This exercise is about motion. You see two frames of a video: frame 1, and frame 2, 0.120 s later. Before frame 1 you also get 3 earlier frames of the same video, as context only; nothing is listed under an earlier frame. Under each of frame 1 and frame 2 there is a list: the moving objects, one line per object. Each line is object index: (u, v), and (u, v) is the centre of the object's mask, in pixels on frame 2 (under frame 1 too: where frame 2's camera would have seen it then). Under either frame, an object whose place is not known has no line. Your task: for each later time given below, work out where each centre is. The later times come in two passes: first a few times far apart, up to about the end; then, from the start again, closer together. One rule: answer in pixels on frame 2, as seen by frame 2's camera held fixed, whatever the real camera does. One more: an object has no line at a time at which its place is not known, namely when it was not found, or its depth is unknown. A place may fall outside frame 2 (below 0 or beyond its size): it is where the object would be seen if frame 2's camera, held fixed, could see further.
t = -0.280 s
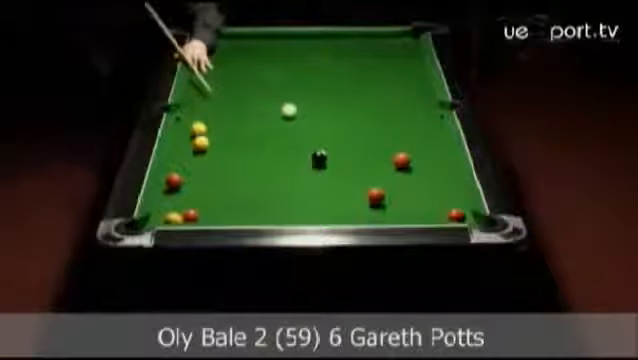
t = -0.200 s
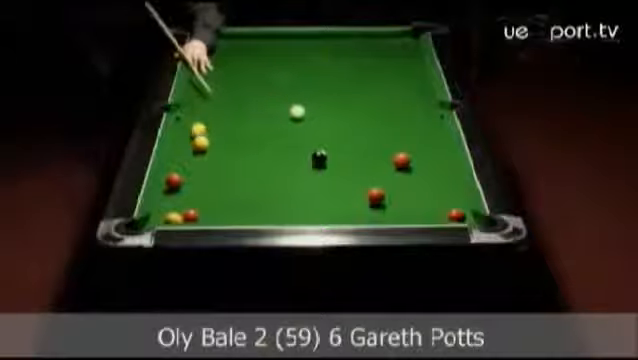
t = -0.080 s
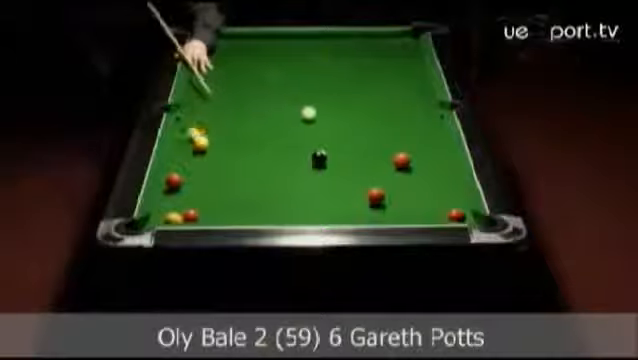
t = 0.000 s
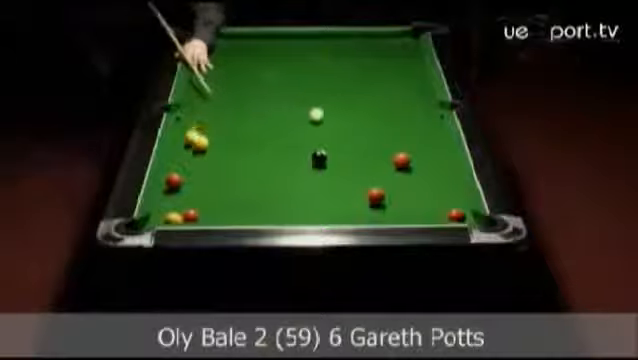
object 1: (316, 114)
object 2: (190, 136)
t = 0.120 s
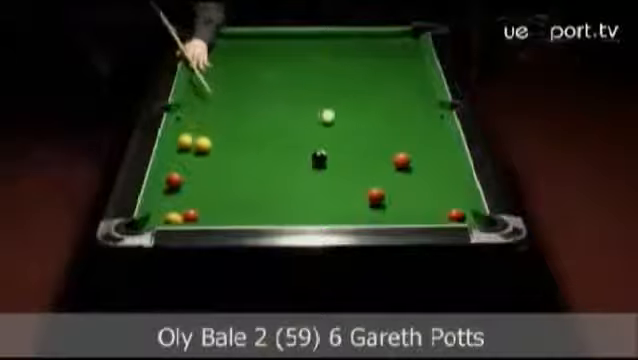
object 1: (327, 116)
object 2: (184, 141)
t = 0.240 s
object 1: (339, 118)
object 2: (180, 143)
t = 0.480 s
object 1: (360, 120)
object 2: (179, 147)
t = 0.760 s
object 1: (384, 123)
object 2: (184, 149)
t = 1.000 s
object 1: (400, 126)
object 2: (185, 151)
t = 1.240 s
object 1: (415, 128)
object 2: (188, 152)
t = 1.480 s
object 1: (427, 131)
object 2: (188, 152)
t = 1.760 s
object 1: (438, 131)
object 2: (188, 152)
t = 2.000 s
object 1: (433, 133)
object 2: (188, 153)
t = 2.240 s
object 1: (430, 133)
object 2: (188, 153)
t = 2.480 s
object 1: (429, 134)
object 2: (188, 152)
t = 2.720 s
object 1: (428, 134)
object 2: (188, 152)
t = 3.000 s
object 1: (428, 134)
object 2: (188, 152)
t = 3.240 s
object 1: (428, 134)
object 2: (188, 153)
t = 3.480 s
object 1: (428, 134)
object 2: (188, 153)
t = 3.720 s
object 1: (429, 134)
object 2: (188, 152)
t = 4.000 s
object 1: (429, 134)
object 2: (188, 152)
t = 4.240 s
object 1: (429, 134)
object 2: (188, 153)
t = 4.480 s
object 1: (429, 134)
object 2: (188, 153)
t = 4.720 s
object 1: (429, 134)
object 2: (188, 153)
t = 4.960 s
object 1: (429, 134)
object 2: (188, 153)
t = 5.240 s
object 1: (429, 134)
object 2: (189, 152)
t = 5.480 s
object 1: (429, 134)
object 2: (188, 152)
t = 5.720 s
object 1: (429, 134)
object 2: (188, 152)
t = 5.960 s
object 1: (429, 134)
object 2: (188, 152)
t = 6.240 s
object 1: (429, 134)
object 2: (188, 153)
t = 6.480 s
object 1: (429, 134)
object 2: (188, 153)
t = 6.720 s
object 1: (428, 134)
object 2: (188, 153)
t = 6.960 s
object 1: (429, 134)
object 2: (188, 153)
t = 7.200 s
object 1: (429, 134)
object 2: (188, 153)
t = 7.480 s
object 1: (429, 134)
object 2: (189, 153)
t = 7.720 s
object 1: (429, 134)
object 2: (189, 153)
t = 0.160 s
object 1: (331, 117)
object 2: (184, 142)
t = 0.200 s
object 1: (336, 117)
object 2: (183, 143)
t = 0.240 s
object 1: (339, 118)
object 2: (180, 143)
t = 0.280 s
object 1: (342, 118)
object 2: (179, 144)
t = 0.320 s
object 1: (346, 119)
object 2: (177, 145)
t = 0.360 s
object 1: (350, 120)
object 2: (178, 145)
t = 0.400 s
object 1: (353, 120)
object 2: (177, 145)
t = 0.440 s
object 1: (357, 120)
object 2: (178, 145)
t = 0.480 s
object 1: (360, 120)
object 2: (179, 147)
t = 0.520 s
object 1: (363, 120)
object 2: (179, 147)
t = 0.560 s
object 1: (366, 120)
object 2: (181, 148)
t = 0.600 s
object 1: (370, 121)
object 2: (181, 148)
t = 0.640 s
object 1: (373, 121)
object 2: (181, 148)
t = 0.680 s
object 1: (377, 122)
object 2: (183, 149)
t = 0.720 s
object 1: (383, 123)
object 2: (183, 149)
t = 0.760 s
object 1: (384, 123)
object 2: (184, 149)
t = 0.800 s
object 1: (386, 124)
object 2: (184, 149)
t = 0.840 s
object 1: (387, 124)
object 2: (184, 150)
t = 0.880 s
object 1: (391, 125)
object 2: (185, 150)
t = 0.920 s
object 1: (395, 125)
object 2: (185, 150)
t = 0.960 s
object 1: (397, 126)
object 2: (185, 150)
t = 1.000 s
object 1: (400, 126)
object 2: (185, 151)
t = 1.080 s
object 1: (405, 127)
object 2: (186, 151)
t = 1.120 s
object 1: (405, 128)
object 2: (186, 151)
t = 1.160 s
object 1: (410, 128)
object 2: (186, 151)
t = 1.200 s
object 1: (411, 128)
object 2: (187, 151)
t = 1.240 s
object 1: (415, 128)
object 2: (188, 152)
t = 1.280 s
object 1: (416, 128)
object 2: (188, 152)
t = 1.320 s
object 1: (418, 129)
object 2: (188, 152)
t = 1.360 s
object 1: (422, 129)
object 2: (188, 152)
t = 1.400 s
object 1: (424, 130)
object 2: (188, 152)
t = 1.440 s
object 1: (427, 130)
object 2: (188, 152)
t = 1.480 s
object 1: (427, 131)
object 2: (188, 152)
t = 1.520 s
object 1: (431, 130)
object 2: (188, 152)
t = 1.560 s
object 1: (434, 131)
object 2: (188, 152)
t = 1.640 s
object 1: (437, 131)
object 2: (188, 152)
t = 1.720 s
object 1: (438, 131)
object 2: (188, 152)
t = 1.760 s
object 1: (438, 131)
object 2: (188, 152)
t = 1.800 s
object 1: (437, 132)
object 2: (188, 152)
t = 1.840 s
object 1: (437, 132)
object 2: (188, 152)
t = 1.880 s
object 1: (436, 132)
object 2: (188, 153)
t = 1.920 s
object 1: (435, 132)
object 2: (188, 153)
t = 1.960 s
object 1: (435, 133)
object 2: (188, 153)
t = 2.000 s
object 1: (433, 133)
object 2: (188, 153)
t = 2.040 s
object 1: (433, 133)
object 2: (188, 153)
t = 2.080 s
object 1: (432, 133)
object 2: (188, 153)
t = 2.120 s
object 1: (431, 133)
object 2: (188, 153)
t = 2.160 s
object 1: (430, 134)
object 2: (188, 153)
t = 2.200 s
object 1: (430, 133)
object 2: (188, 153)
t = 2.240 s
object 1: (430, 133)
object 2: (188, 153)
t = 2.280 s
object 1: (429, 133)
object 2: (188, 152)
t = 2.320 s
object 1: (429, 134)
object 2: (188, 152)
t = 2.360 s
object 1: (429, 134)
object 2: (188, 152)
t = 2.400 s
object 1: (429, 134)
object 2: (188, 152)
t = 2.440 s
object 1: (429, 134)
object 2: (188, 152)
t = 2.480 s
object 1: (429, 134)
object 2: (188, 152)
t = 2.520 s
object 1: (429, 134)
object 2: (188, 152)
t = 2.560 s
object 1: (429, 134)
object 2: (188, 152)
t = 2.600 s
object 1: (428, 134)
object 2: (188, 152)
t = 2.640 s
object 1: (428, 134)
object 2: (188, 152)
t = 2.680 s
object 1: (428, 134)
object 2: (188, 152)
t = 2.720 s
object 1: (428, 134)
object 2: (188, 152)
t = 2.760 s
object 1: (428, 134)
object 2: (188, 152)
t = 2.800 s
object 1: (428, 134)
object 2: (188, 152)
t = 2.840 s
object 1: (428, 134)
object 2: (188, 152)
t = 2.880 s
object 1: (428, 134)
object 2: (188, 152)
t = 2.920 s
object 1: (428, 134)
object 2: (188, 152)
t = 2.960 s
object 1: (428, 134)
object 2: (188, 152)
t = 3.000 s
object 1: (428, 134)
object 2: (188, 152)
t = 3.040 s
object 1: (428, 134)
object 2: (188, 153)
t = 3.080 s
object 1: (428, 134)
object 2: (188, 152)
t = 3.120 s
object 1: (428, 134)
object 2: (188, 153)
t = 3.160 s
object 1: (428, 134)
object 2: (188, 153)
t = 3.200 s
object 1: (428, 134)
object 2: (188, 153)
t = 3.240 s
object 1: (428, 134)
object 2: (188, 153)
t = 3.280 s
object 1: (428, 134)
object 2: (188, 153)
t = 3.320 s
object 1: (428, 134)
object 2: (188, 153)
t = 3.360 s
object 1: (428, 134)
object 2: (188, 153)
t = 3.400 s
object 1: (428, 134)
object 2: (188, 153)
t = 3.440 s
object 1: (428, 134)
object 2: (188, 153)
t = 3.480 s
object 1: (428, 134)
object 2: (188, 153)
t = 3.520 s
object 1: (428, 134)
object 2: (188, 153)
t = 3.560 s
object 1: (429, 134)
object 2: (188, 153)
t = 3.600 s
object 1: (429, 134)
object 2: (188, 152)
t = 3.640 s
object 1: (429, 134)
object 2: (188, 152)
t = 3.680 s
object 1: (429, 134)
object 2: (188, 152)
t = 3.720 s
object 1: (429, 134)
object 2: (188, 152)
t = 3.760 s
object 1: (429, 134)
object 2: (188, 153)
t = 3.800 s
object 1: (429, 134)
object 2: (188, 152)
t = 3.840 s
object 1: (429, 134)
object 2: (188, 152)
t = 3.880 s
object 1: (429, 134)
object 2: (188, 152)
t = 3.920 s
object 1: (429, 134)
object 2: (188, 152)
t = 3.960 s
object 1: (429, 134)
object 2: (188, 152)
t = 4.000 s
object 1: (429, 134)
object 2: (188, 152)
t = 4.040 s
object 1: (429, 134)
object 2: (188, 152)
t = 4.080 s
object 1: (429, 134)
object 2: (188, 152)
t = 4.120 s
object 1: (429, 134)
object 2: (188, 152)
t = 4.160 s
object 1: (429, 134)
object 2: (188, 152)
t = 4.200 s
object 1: (429, 134)
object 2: (188, 153)
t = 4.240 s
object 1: (429, 134)
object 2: (188, 153)
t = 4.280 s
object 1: (429, 134)
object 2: (188, 153)
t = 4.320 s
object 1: (429, 134)
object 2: (188, 153)
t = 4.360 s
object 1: (429, 134)
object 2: (188, 153)
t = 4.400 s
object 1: (429, 134)
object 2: (188, 153)
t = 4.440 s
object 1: (429, 134)
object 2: (188, 153)
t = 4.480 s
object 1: (429, 134)
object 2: (188, 153)
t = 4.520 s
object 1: (429, 134)
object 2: (188, 153)
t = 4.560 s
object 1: (429, 134)
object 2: (188, 153)
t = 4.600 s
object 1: (429, 134)
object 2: (188, 153)
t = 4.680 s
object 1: (429, 134)
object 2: (188, 153)
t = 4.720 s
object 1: (429, 134)
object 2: (188, 153)
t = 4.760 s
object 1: (429, 134)
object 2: (188, 153)
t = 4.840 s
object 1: (429, 134)
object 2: (188, 153)
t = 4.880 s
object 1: (429, 134)
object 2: (188, 153)
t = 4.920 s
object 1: (429, 134)
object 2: (188, 153)
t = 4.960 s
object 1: (429, 134)
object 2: (188, 153)
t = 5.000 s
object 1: (429, 134)
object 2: (189, 152)
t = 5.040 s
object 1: (429, 134)
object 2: (188, 153)
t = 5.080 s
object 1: (429, 134)
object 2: (189, 152)
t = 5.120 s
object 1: (429, 134)
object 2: (188, 153)
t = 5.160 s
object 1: (429, 134)
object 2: (188, 153)
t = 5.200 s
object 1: (429, 134)
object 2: (188, 153)
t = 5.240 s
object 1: (429, 134)
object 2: (189, 152)
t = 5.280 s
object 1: (429, 134)
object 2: (189, 153)
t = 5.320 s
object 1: (429, 134)
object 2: (188, 153)
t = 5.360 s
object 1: (429, 134)
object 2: (188, 153)
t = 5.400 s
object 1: (429, 134)
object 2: (188, 153)
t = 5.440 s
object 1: (429, 134)
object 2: (189, 152)
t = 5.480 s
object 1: (429, 134)
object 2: (188, 152)
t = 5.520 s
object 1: (429, 134)
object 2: (188, 152)
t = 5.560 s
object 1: (429, 134)
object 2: (188, 152)
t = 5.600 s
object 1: (429, 134)
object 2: (188, 152)
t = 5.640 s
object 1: (429, 134)
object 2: (188, 152)
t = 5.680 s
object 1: (429, 134)
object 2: (188, 152)
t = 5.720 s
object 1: (429, 134)
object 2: (188, 152)
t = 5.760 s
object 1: (429, 134)
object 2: (188, 152)
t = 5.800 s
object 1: (429, 134)
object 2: (188, 152)
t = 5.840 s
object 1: (429, 134)
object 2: (188, 152)
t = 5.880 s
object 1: (429, 134)
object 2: (188, 152)
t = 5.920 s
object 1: (429, 134)
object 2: (188, 152)
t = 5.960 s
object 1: (429, 134)
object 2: (188, 152)
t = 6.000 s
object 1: (429, 134)
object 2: (188, 152)
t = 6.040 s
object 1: (429, 134)
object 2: (188, 152)
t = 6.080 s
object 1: (429, 133)
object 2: (188, 152)
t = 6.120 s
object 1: (429, 134)
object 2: (188, 152)
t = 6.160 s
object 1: (429, 134)
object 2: (188, 153)
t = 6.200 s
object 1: (429, 134)
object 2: (188, 153)
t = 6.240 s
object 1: (429, 134)
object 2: (188, 153)
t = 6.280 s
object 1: (429, 134)
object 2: (188, 153)
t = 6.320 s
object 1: (429, 134)
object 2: (188, 153)
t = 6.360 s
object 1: (429, 134)
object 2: (188, 153)
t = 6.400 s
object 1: (429, 134)
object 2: (188, 153)
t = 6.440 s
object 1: (429, 134)
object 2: (188, 153)
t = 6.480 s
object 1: (429, 134)
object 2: (188, 153)
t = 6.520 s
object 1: (429, 134)
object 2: (188, 153)
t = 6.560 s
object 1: (428, 134)
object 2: (188, 153)
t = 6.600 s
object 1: (428, 134)
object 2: (188, 153)
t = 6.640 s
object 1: (428, 134)
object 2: (188, 153)
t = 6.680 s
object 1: (428, 134)
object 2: (188, 153)
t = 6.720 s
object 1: (428, 134)
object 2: (188, 153)
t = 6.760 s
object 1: (429, 134)
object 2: (188, 153)
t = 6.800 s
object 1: (429, 134)
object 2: (188, 153)
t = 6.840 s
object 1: (429, 134)
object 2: (188, 153)
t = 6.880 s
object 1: (429, 134)
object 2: (188, 153)
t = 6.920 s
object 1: (429, 134)
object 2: (188, 153)
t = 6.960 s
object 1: (429, 134)
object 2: (188, 153)
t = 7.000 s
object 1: (429, 134)
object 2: (188, 153)
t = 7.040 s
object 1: (429, 134)
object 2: (188, 153)
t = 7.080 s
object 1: (429, 134)
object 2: (188, 153)
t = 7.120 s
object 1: (429, 134)
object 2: (188, 153)
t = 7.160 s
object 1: (429, 134)
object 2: (188, 153)
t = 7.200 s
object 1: (429, 134)
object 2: (188, 153)
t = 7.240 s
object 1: (429, 134)
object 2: (188, 153)
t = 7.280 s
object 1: (429, 134)
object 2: (188, 153)
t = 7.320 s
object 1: (429, 134)
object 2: (188, 153)
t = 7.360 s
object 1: (429, 134)
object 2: (188, 153)
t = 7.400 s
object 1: (429, 134)
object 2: (188, 153)
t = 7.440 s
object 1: (429, 134)
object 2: (189, 153)
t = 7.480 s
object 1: (429, 134)
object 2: (189, 153)
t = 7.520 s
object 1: (429, 134)
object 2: (189, 153)
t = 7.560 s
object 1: (429, 134)
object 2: (189, 153)
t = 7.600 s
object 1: (429, 134)
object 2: (189, 153)
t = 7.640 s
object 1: (429, 134)
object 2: (189, 153)
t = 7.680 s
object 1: (429, 134)
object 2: (189, 153)
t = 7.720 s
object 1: (429, 134)
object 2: (189, 153)
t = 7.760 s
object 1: (429, 134)
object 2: (189, 153)
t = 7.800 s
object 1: (429, 134)
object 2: (189, 153)
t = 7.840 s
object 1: (429, 134)
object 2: (189, 153)
